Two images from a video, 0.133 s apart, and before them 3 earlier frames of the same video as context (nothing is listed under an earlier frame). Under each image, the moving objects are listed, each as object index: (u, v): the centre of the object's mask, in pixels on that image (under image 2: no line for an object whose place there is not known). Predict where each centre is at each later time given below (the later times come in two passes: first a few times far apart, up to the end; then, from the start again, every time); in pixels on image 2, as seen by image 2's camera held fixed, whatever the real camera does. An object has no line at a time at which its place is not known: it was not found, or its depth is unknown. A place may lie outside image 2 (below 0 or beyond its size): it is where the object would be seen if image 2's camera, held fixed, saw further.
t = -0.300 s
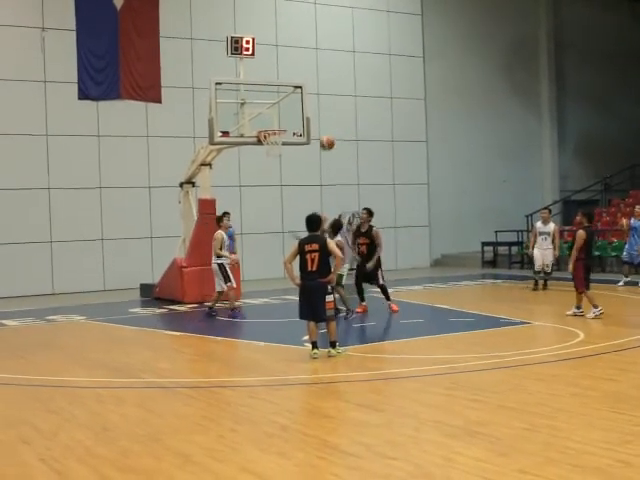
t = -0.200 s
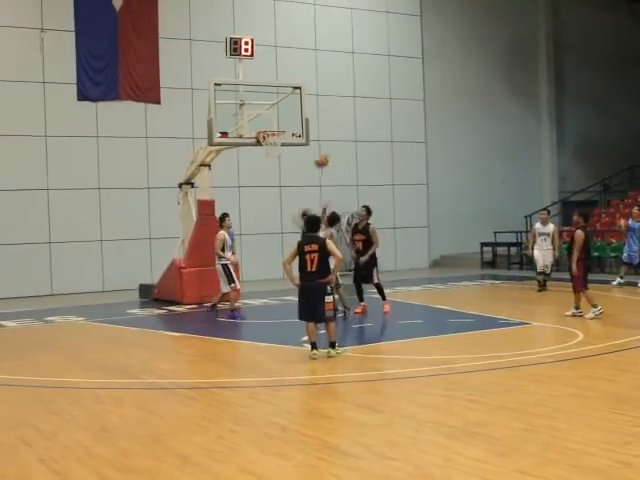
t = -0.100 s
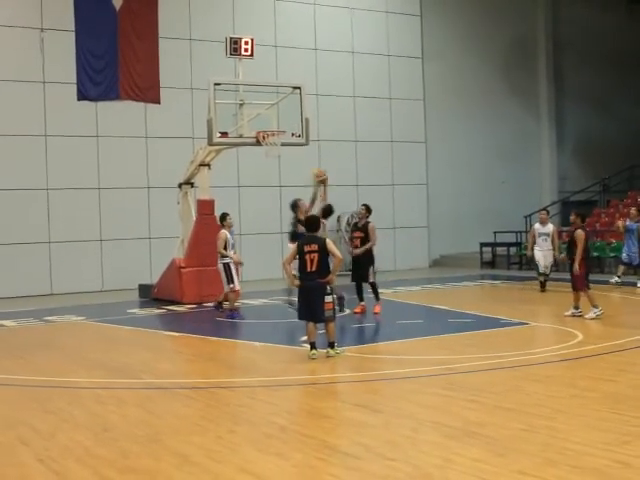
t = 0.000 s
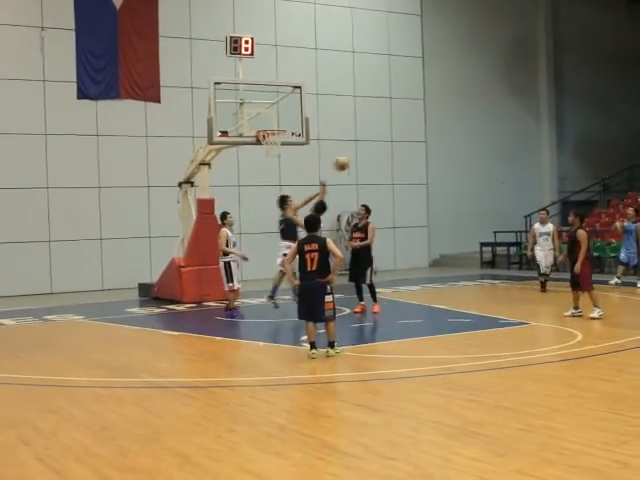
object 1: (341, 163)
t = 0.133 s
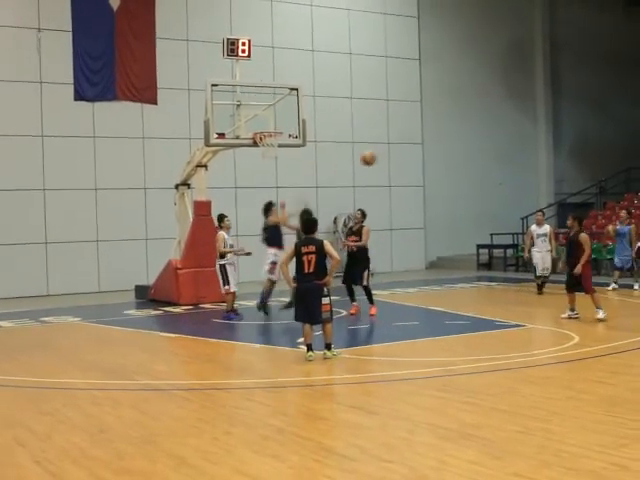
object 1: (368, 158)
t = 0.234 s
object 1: (393, 162)
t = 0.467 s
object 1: (451, 191)
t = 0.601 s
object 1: (487, 225)
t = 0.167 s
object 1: (376, 158)
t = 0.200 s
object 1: (384, 158)
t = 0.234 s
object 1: (393, 162)
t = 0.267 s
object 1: (400, 162)
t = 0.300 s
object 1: (409, 165)
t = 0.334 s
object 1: (416, 168)
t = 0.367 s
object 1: (426, 174)
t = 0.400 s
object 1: (434, 178)
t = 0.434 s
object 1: (441, 184)
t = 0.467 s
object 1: (451, 191)
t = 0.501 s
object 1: (459, 198)
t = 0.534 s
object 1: (468, 209)
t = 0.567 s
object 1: (477, 217)
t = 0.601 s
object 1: (487, 225)
